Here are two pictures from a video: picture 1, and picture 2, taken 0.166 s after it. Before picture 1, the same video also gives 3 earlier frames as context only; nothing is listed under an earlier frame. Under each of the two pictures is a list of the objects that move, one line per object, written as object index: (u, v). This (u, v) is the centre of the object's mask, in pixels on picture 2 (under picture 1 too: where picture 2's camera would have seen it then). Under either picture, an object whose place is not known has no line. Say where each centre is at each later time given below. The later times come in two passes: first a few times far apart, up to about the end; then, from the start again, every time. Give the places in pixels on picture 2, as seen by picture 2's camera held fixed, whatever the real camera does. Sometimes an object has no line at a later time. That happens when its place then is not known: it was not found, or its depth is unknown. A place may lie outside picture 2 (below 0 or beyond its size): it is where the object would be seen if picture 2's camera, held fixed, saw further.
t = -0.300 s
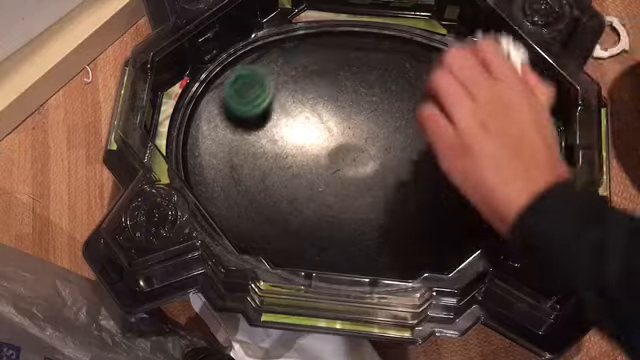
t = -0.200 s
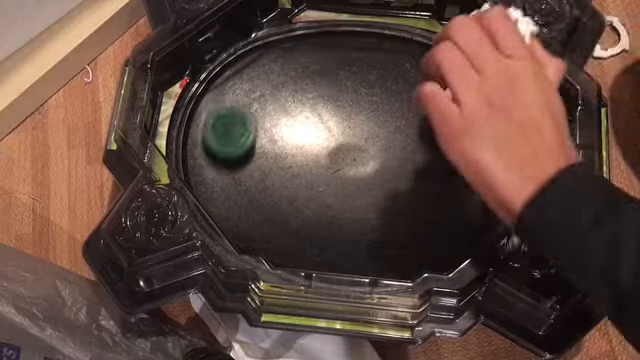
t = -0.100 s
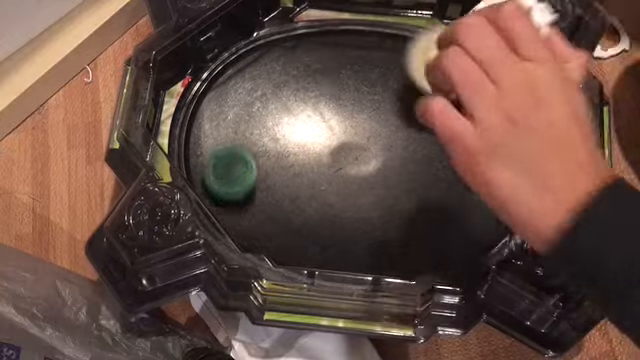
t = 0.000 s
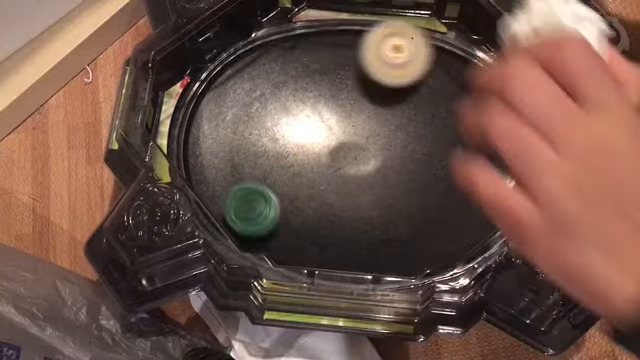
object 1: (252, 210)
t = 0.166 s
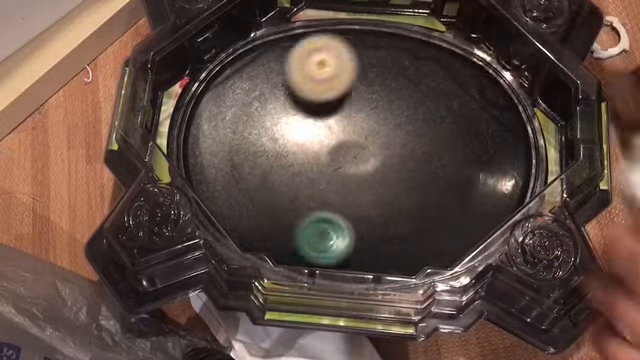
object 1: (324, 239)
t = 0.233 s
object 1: (357, 236)
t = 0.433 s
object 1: (432, 191)
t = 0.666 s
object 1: (441, 112)
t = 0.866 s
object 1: (392, 70)
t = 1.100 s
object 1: (308, 86)
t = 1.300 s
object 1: (267, 144)
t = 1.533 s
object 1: (292, 209)
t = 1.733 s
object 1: (360, 235)
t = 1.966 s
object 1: (439, 194)
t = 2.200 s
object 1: (451, 133)
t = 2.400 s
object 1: (407, 91)
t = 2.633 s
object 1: (360, 86)
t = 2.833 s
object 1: (329, 114)
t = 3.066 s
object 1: (330, 133)
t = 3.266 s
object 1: (342, 143)
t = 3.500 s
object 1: (356, 151)
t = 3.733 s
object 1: (389, 131)
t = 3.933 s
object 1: (378, 139)
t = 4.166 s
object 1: (386, 147)
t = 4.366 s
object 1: (378, 152)
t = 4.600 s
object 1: (366, 166)
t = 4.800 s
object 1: (358, 169)
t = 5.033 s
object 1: (348, 165)
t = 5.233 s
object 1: (342, 168)
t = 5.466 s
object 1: (340, 174)
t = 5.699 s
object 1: (340, 159)
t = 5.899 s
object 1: (337, 141)
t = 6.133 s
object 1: (334, 128)
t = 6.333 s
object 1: (335, 126)
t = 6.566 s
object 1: (340, 133)
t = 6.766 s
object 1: (344, 128)
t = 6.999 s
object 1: (347, 122)
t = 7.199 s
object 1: (355, 130)
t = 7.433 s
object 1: (367, 146)
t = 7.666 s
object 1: (373, 165)
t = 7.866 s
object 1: (375, 173)
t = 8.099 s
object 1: (371, 171)
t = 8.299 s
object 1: (364, 179)
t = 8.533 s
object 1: (335, 177)
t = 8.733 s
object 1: (319, 166)
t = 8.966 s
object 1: (315, 140)
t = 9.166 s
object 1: (320, 121)
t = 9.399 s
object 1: (334, 114)
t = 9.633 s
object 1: (349, 79)
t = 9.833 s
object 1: (368, 102)
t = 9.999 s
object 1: (384, 127)
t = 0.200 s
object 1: (341, 238)
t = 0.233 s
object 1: (357, 236)
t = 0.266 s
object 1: (372, 233)
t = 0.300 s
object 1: (387, 227)
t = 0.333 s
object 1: (401, 220)
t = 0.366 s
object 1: (413, 211)
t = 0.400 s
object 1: (423, 202)
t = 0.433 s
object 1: (432, 191)
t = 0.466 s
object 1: (438, 180)
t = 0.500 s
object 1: (443, 168)
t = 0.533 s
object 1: (447, 156)
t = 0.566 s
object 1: (447, 145)
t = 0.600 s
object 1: (446, 134)
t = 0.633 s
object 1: (444, 123)
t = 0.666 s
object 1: (441, 112)
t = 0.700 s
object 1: (435, 103)
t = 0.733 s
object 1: (429, 94)
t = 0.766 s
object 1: (422, 86)
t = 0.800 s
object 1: (413, 80)
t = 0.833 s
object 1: (403, 74)
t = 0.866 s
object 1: (392, 70)
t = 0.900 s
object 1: (381, 68)
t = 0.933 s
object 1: (369, 67)
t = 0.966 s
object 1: (357, 67)
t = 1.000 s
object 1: (345, 70)
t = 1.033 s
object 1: (333, 74)
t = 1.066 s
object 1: (320, 79)
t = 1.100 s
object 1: (308, 86)
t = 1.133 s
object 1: (296, 95)
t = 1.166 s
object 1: (288, 104)
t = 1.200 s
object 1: (281, 112)
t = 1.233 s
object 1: (274, 123)
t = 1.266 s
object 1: (269, 133)
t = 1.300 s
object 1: (267, 144)
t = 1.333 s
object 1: (267, 154)
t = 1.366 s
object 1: (268, 165)
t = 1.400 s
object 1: (269, 176)
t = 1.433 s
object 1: (273, 186)
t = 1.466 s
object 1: (277, 194)
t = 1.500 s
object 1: (284, 203)
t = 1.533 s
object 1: (292, 209)
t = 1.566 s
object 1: (302, 215)
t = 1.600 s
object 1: (314, 219)
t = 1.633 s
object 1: (326, 221)
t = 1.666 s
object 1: (336, 227)
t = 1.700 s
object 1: (348, 232)
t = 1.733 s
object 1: (360, 235)
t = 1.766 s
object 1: (374, 235)
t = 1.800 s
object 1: (388, 234)
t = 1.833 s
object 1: (402, 229)
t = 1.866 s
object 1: (414, 224)
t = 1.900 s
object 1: (424, 215)
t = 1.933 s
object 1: (433, 205)
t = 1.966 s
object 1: (439, 194)
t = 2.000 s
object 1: (448, 185)
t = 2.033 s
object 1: (456, 177)
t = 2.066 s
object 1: (461, 170)
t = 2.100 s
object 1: (462, 160)
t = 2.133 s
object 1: (460, 151)
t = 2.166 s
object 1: (457, 142)
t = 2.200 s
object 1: (451, 133)
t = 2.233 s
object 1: (444, 124)
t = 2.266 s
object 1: (435, 116)
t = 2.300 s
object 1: (424, 108)
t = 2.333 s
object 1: (414, 102)
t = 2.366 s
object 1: (409, 97)
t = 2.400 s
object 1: (407, 91)
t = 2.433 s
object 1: (403, 86)
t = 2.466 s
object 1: (397, 84)
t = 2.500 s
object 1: (391, 81)
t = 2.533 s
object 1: (385, 81)
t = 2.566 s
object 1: (377, 81)
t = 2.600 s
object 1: (369, 83)
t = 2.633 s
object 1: (360, 86)
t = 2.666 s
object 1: (353, 90)
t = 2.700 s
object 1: (345, 96)
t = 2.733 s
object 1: (338, 101)
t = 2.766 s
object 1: (332, 107)
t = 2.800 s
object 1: (329, 110)
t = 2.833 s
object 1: (329, 114)
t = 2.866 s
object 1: (328, 118)
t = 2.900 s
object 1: (327, 121)
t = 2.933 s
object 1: (327, 124)
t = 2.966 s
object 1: (329, 125)
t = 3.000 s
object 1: (330, 127)
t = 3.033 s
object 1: (330, 129)
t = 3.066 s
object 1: (330, 133)
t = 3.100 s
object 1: (331, 136)
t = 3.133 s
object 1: (333, 137)
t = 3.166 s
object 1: (336, 139)
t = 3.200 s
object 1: (338, 140)
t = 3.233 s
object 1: (340, 142)
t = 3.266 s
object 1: (342, 143)
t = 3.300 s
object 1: (346, 143)
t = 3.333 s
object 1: (350, 142)
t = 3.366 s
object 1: (352, 143)
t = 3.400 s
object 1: (353, 144)
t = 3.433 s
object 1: (354, 146)
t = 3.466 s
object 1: (355, 149)
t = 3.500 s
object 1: (356, 151)
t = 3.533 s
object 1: (366, 146)
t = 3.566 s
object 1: (375, 142)
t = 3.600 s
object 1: (382, 138)
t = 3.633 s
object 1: (387, 136)
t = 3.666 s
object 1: (389, 133)
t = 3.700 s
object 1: (389, 131)
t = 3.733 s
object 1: (389, 131)
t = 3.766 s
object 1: (389, 132)
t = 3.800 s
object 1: (387, 133)
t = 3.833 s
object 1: (385, 134)
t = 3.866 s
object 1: (383, 136)
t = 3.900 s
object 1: (381, 138)
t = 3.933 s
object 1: (378, 139)
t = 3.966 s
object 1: (376, 141)
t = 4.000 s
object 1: (374, 143)
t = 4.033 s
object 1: (373, 145)
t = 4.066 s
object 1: (375, 146)
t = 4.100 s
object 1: (380, 148)
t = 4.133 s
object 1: (384, 147)
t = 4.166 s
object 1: (386, 147)
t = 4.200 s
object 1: (386, 147)
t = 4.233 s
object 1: (385, 147)
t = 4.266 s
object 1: (384, 148)
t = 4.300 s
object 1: (382, 149)
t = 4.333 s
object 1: (380, 150)
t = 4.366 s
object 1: (378, 152)
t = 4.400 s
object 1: (376, 154)
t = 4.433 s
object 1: (375, 156)
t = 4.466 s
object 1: (373, 159)
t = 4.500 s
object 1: (371, 161)
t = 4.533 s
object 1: (369, 163)
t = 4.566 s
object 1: (367, 165)
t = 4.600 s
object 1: (366, 166)
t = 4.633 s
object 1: (364, 167)
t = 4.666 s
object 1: (362, 168)
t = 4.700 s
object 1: (361, 169)
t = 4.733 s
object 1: (360, 169)
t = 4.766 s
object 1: (359, 169)
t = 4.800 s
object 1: (358, 169)
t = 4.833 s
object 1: (357, 169)
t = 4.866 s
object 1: (355, 168)
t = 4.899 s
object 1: (354, 167)
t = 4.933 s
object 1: (353, 166)
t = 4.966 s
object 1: (351, 166)
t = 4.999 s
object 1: (350, 165)
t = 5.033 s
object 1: (348, 165)
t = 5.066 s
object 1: (347, 167)
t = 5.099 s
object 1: (346, 167)
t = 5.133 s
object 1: (345, 167)
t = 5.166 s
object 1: (345, 166)
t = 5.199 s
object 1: (344, 166)
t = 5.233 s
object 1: (342, 168)
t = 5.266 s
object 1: (339, 173)
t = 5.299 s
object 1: (338, 176)
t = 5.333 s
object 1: (338, 177)
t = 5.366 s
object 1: (338, 177)
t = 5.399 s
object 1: (338, 177)
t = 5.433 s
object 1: (339, 176)
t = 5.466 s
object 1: (340, 174)
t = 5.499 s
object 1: (340, 172)
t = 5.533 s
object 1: (340, 171)
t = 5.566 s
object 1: (341, 168)
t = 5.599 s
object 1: (341, 166)
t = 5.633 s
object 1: (341, 164)
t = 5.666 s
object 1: (341, 161)
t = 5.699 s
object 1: (340, 159)
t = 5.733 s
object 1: (339, 155)
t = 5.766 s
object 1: (339, 152)
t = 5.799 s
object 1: (338, 150)
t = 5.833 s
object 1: (337, 147)
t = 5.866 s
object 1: (337, 144)
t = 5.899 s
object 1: (337, 141)
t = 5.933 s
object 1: (337, 138)
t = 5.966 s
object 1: (337, 135)
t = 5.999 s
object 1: (337, 134)
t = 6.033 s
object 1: (336, 132)
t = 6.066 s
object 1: (335, 130)
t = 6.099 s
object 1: (335, 129)
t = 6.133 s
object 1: (334, 128)
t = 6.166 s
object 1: (334, 127)
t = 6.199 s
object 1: (334, 127)
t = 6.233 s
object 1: (334, 126)
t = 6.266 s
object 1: (334, 126)
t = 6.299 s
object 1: (334, 126)
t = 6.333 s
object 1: (335, 126)
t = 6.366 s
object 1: (335, 127)
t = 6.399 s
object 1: (336, 128)
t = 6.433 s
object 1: (337, 128)
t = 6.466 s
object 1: (338, 130)
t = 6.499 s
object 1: (339, 131)
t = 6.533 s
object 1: (340, 132)
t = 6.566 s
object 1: (340, 133)
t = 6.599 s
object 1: (341, 135)
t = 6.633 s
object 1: (343, 133)
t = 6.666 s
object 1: (343, 131)
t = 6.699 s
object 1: (344, 130)
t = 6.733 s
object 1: (344, 129)
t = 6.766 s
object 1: (344, 128)
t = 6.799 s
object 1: (344, 127)
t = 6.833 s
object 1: (345, 125)
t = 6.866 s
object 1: (345, 122)
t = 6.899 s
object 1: (345, 122)
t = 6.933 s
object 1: (346, 122)
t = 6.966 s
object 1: (346, 122)
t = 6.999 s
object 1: (347, 122)
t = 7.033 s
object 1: (348, 125)
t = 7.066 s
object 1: (349, 125)
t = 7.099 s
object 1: (350, 127)
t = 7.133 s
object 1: (352, 128)
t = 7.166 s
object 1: (354, 129)
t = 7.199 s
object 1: (355, 130)
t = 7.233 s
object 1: (356, 132)
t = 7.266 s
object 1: (357, 135)
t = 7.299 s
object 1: (359, 137)
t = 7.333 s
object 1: (361, 139)
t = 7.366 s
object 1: (363, 142)
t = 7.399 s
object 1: (365, 144)
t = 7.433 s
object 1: (367, 146)
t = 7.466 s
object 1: (368, 149)
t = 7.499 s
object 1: (369, 152)
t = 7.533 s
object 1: (371, 155)
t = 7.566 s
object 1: (372, 157)
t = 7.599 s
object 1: (372, 160)
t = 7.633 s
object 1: (372, 163)
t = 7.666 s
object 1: (373, 165)
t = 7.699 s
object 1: (374, 167)
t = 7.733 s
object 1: (375, 168)
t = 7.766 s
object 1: (375, 170)
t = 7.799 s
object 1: (375, 171)
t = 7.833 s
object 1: (375, 172)
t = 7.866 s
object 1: (375, 173)
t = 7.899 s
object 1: (375, 173)
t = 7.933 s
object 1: (375, 173)
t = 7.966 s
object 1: (374, 173)
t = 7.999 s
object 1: (374, 172)
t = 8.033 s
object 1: (373, 172)
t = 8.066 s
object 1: (372, 171)
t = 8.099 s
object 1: (371, 171)
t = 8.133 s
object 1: (370, 172)
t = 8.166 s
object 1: (370, 173)
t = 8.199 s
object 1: (369, 174)
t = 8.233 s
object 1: (366, 177)
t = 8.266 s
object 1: (365, 178)
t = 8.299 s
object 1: (364, 179)
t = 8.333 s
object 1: (362, 178)
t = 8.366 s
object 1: (360, 176)
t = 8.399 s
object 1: (358, 174)
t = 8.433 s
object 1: (355, 172)
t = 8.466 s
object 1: (349, 175)
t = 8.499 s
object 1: (340, 176)
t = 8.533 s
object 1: (335, 177)
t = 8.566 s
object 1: (331, 177)
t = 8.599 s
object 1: (328, 176)
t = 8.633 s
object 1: (326, 174)
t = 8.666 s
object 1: (323, 172)
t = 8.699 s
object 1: (321, 169)
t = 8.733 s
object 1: (319, 166)
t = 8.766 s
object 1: (317, 163)
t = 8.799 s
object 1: (316, 159)
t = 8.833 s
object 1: (315, 156)
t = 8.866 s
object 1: (315, 152)
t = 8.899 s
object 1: (314, 148)
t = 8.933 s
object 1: (315, 144)
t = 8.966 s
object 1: (315, 140)
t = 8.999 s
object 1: (315, 136)
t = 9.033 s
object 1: (316, 133)
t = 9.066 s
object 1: (317, 129)
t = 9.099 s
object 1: (318, 126)
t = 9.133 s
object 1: (319, 123)
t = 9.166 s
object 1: (320, 121)
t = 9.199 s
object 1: (322, 120)
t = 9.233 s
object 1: (323, 118)
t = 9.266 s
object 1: (325, 116)
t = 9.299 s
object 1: (327, 116)
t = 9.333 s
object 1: (329, 116)
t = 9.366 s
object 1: (331, 115)
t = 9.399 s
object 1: (334, 114)
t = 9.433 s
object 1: (337, 107)
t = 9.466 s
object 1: (341, 93)
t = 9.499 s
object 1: (342, 86)
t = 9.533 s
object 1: (344, 81)
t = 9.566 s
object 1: (346, 79)
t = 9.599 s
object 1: (347, 78)
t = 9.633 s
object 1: (349, 79)
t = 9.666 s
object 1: (352, 81)
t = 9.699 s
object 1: (355, 83)
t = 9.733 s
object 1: (358, 87)
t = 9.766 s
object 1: (361, 91)
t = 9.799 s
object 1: (365, 97)
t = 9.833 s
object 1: (368, 102)
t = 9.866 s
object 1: (372, 108)
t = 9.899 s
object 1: (375, 112)
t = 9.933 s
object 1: (378, 118)
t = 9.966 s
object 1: (381, 122)
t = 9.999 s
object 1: (384, 127)
